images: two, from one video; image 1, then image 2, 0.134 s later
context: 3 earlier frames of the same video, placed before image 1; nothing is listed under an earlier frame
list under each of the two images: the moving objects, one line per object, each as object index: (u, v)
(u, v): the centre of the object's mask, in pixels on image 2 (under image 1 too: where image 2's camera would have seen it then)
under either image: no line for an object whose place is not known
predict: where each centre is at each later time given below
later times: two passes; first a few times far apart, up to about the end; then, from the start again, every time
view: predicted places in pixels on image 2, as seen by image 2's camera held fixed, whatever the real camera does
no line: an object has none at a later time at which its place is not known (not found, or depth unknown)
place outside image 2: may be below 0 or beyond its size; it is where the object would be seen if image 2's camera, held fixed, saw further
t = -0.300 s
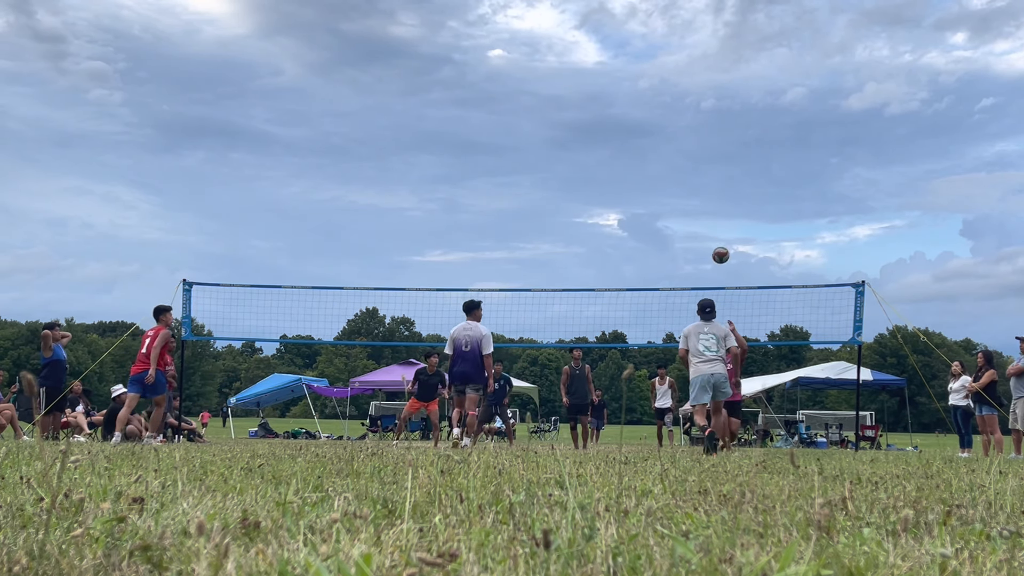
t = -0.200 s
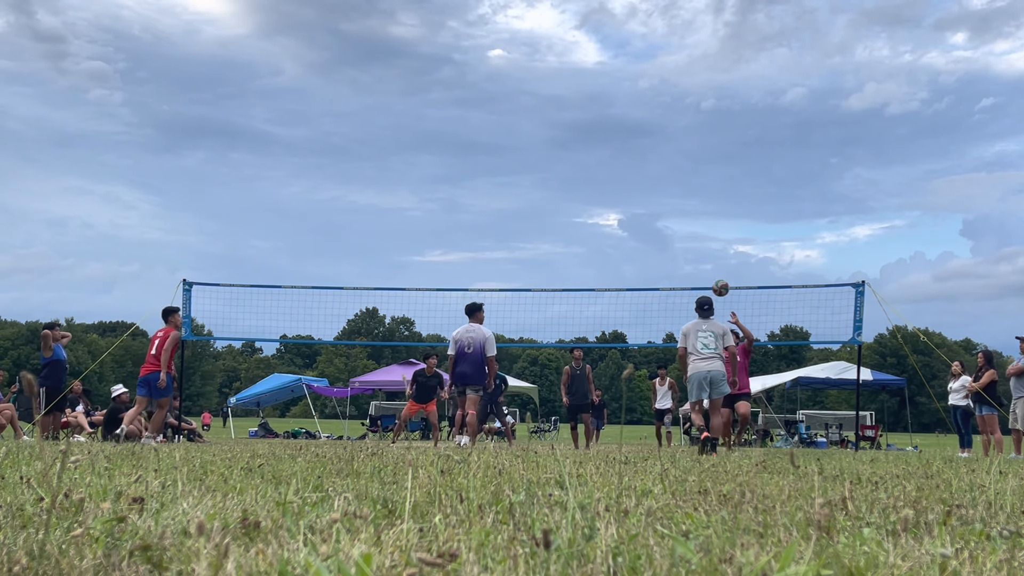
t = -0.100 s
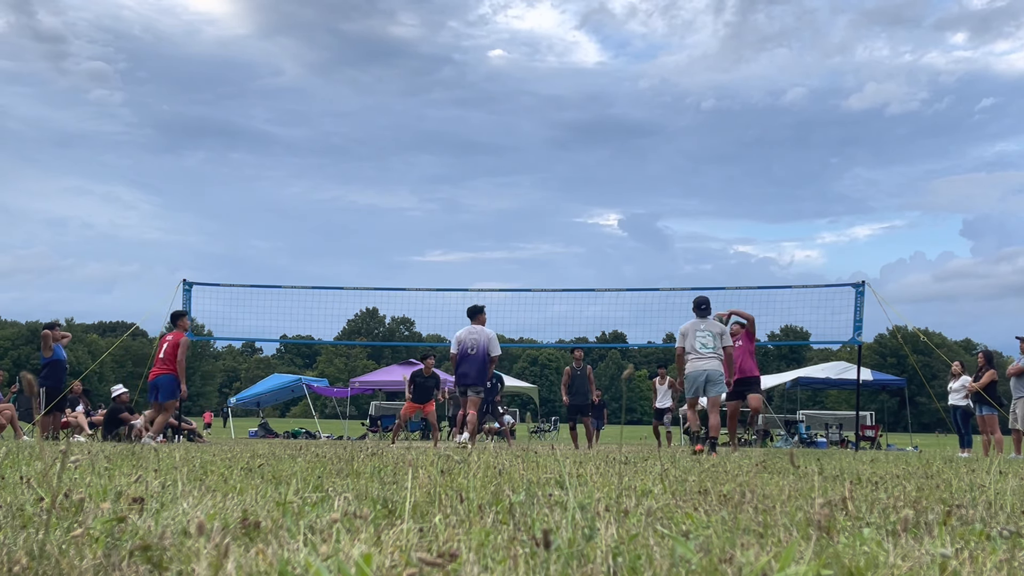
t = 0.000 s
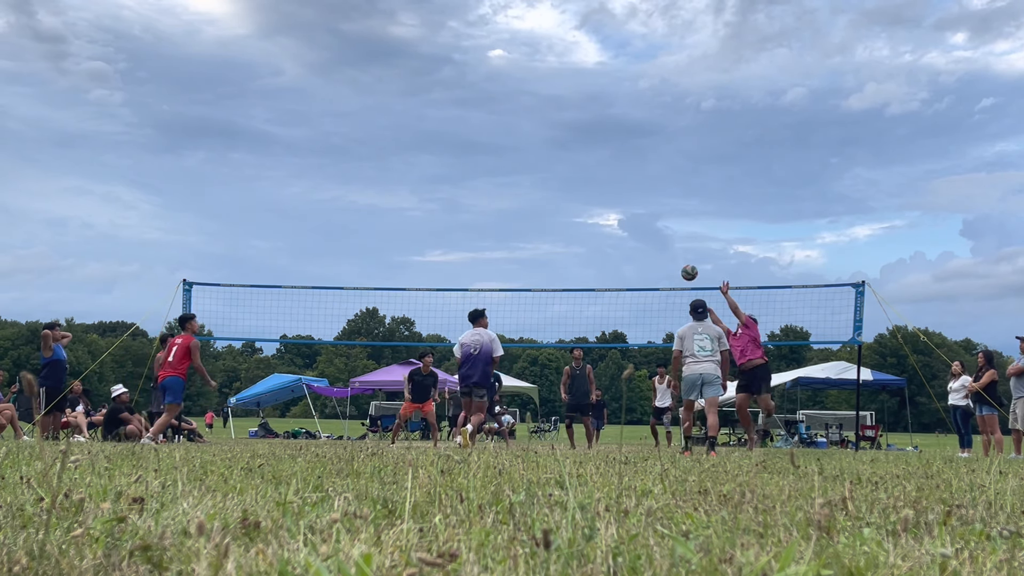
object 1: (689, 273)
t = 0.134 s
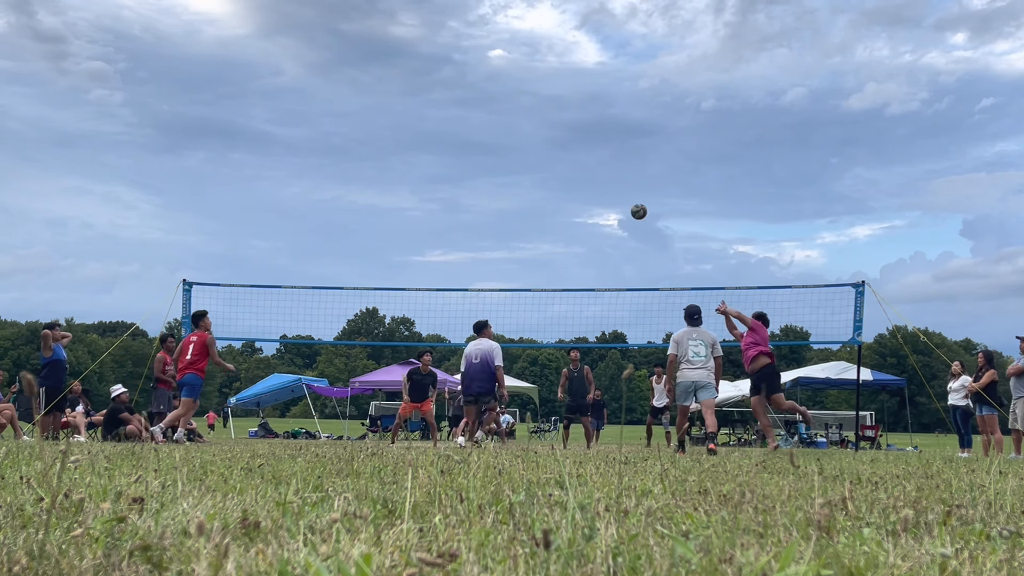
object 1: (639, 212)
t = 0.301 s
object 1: (579, 158)
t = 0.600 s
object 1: (479, 119)
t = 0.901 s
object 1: (384, 142)
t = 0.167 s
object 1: (627, 199)
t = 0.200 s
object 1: (614, 187)
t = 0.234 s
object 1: (603, 177)
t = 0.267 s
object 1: (591, 167)
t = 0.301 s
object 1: (579, 158)
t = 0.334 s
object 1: (568, 151)
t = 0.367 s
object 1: (556, 144)
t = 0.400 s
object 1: (545, 138)
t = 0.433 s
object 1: (534, 133)
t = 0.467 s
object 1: (523, 128)
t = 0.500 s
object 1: (511, 125)
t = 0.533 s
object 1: (500, 122)
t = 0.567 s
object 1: (490, 120)
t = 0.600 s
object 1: (479, 119)
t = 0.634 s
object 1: (468, 118)
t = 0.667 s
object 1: (457, 119)
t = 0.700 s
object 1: (446, 120)
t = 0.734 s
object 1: (436, 122)
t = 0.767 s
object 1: (425, 124)
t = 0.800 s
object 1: (415, 128)
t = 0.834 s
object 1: (404, 132)
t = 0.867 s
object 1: (394, 137)
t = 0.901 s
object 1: (384, 142)
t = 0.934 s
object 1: (373, 148)
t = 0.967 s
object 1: (363, 155)
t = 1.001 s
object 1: (353, 163)
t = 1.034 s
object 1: (343, 172)
